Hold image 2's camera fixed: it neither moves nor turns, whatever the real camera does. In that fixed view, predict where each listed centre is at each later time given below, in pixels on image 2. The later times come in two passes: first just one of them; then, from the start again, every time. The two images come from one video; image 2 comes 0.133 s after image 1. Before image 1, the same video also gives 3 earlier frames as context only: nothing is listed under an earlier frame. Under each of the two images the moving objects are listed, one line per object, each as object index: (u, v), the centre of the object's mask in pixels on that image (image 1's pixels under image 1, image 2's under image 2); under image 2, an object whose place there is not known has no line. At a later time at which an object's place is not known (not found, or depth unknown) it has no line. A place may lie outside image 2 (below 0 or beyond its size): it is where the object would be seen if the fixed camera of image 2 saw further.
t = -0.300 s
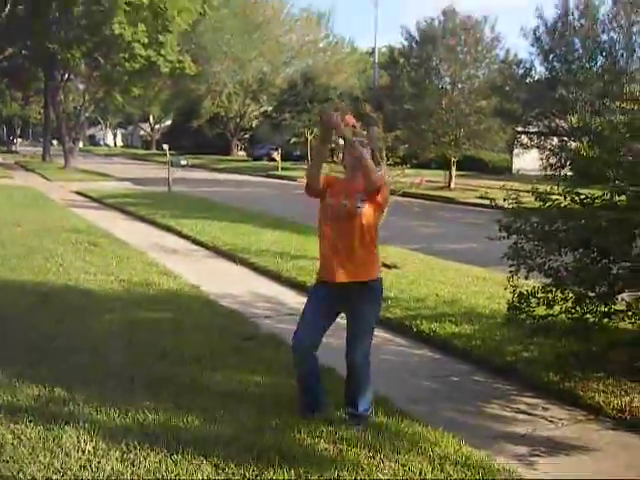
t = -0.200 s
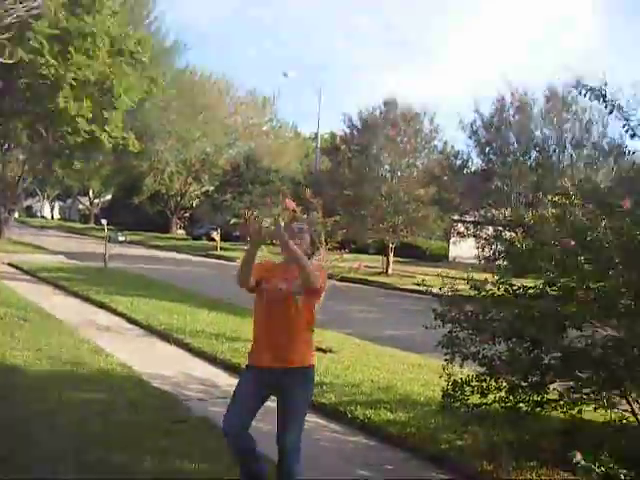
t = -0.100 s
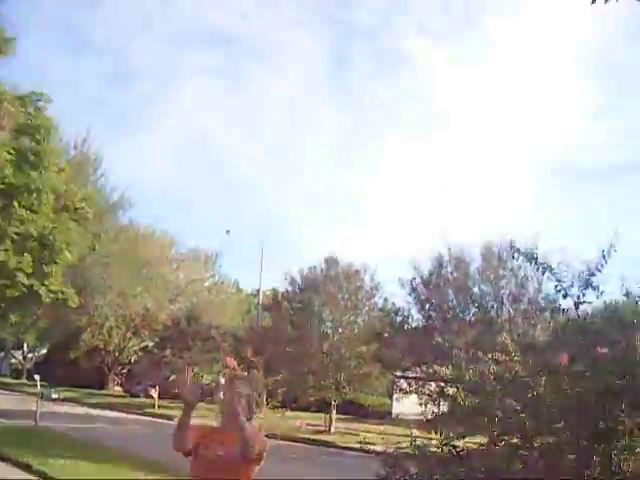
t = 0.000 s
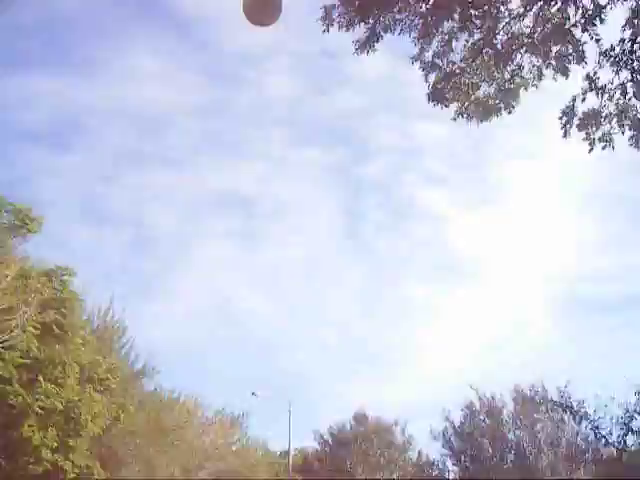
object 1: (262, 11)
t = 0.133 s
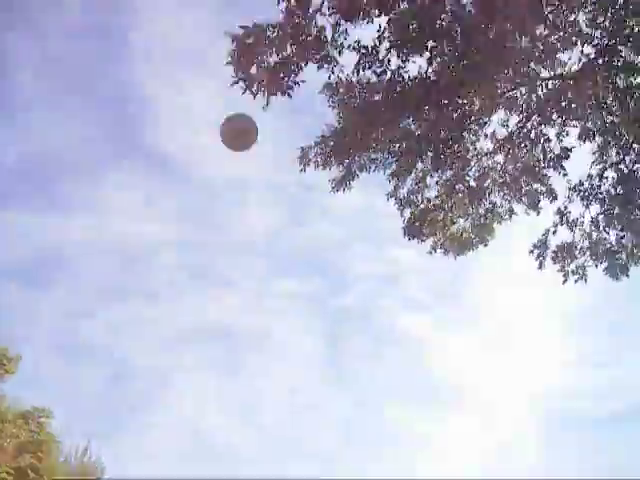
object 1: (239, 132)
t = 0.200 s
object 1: (236, 130)
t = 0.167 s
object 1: (237, 130)
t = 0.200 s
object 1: (236, 130)
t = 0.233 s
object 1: (234, 130)
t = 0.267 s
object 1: (233, 132)
